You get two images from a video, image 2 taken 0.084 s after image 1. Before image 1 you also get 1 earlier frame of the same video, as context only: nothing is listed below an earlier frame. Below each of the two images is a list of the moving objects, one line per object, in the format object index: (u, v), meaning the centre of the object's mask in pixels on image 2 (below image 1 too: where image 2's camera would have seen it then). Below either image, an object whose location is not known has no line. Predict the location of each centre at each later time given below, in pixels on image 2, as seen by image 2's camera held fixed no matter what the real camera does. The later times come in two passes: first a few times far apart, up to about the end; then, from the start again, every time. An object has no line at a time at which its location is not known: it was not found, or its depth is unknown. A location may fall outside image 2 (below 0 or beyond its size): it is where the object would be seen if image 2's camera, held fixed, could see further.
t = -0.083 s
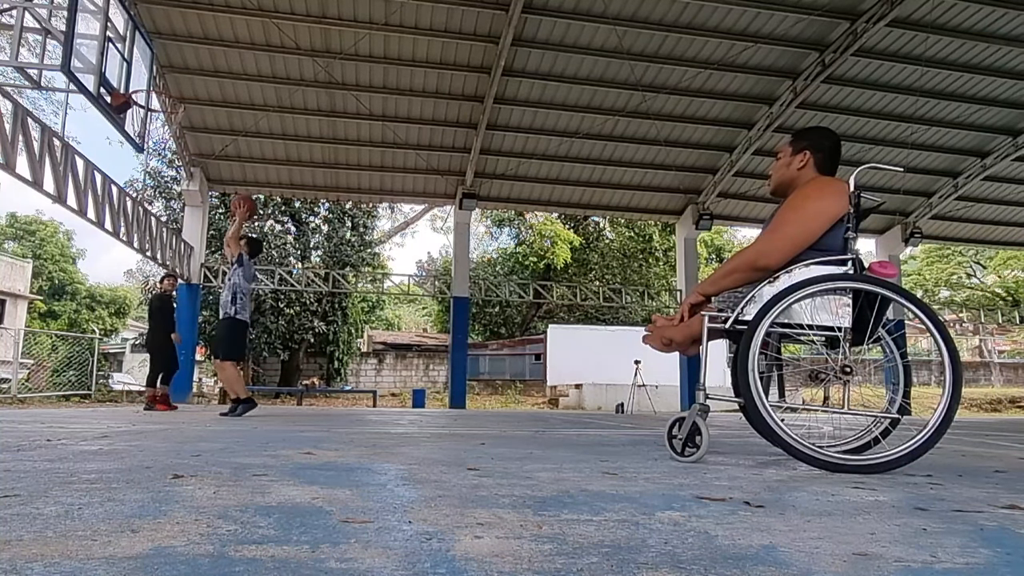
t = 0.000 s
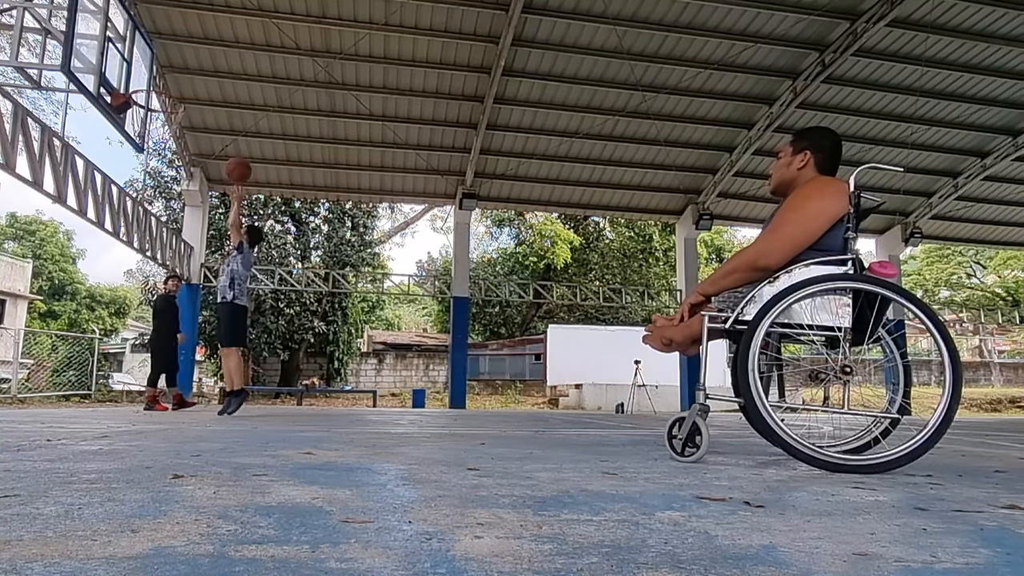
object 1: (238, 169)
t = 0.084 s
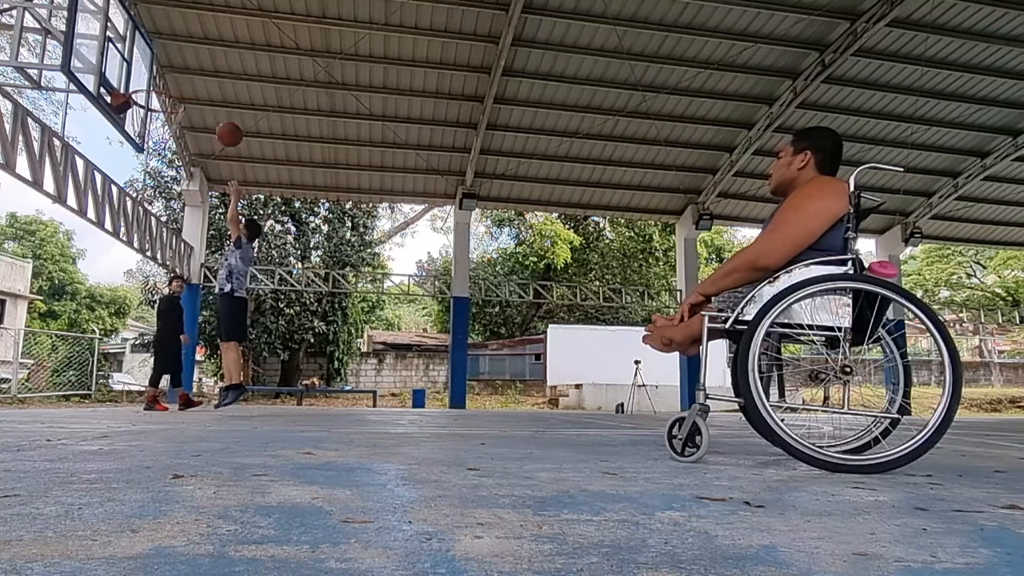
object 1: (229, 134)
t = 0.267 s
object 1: (208, 80)
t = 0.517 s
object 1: (176, 57)
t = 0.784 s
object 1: (139, 82)
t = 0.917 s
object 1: (149, 65)
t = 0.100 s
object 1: (228, 128)
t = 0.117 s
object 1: (226, 122)
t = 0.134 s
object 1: (224, 116)
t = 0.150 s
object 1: (222, 111)
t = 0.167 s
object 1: (220, 106)
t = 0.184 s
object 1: (218, 100)
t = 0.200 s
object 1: (217, 96)
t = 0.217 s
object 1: (214, 91)
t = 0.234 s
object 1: (213, 88)
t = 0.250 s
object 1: (210, 83)
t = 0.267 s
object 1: (208, 80)
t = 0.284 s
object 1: (206, 77)
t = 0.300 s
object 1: (204, 74)
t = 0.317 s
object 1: (202, 71)
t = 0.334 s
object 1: (200, 68)
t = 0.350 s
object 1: (198, 66)
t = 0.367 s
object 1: (197, 64)
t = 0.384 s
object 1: (194, 62)
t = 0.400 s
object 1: (192, 61)
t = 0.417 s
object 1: (190, 60)
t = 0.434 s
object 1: (188, 59)
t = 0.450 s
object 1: (186, 58)
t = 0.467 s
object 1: (183, 58)
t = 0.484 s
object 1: (181, 58)
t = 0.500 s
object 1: (179, 57)
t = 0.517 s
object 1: (176, 57)
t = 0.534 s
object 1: (174, 57)
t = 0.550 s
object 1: (171, 58)
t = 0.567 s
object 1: (169, 59)
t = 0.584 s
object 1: (166, 60)
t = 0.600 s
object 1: (165, 62)
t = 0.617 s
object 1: (161, 63)
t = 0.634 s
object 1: (159, 65)
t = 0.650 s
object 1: (157, 67)
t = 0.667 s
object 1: (154, 70)
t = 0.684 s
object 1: (151, 73)
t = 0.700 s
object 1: (148, 76)
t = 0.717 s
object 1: (146, 78)
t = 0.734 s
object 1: (142, 81)
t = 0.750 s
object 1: (140, 86)
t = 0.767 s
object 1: (138, 87)
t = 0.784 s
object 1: (139, 82)
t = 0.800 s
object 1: (141, 80)
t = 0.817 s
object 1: (142, 78)
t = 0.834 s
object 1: (143, 76)
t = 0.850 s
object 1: (144, 73)
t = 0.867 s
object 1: (146, 71)
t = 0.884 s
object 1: (147, 68)
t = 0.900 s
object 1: (148, 66)
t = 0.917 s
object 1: (149, 65)
